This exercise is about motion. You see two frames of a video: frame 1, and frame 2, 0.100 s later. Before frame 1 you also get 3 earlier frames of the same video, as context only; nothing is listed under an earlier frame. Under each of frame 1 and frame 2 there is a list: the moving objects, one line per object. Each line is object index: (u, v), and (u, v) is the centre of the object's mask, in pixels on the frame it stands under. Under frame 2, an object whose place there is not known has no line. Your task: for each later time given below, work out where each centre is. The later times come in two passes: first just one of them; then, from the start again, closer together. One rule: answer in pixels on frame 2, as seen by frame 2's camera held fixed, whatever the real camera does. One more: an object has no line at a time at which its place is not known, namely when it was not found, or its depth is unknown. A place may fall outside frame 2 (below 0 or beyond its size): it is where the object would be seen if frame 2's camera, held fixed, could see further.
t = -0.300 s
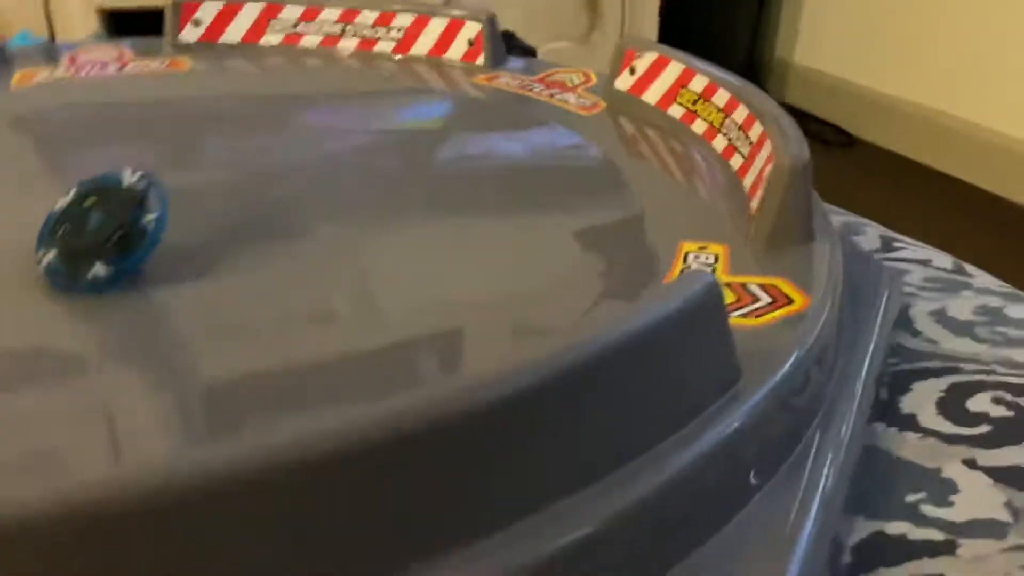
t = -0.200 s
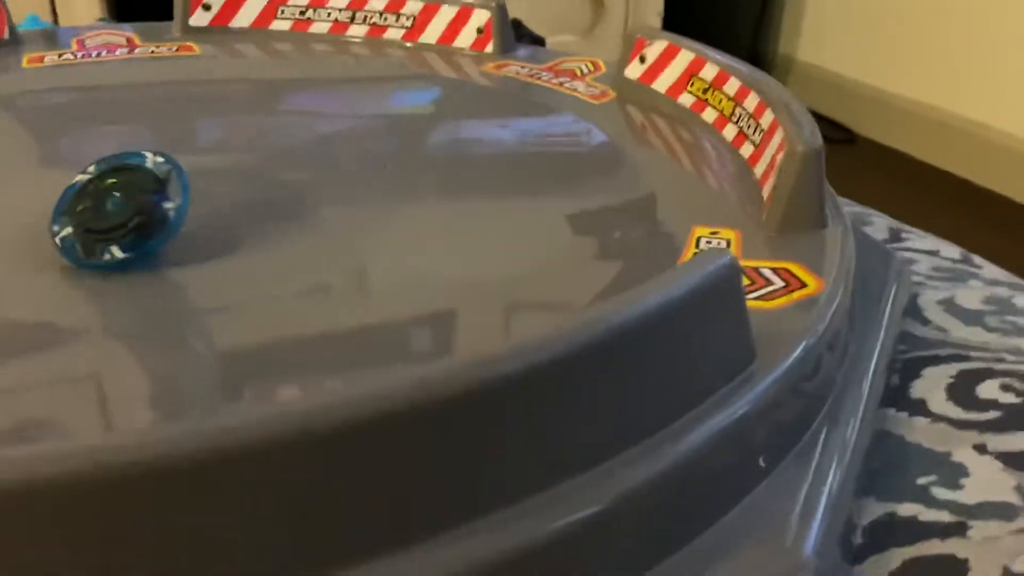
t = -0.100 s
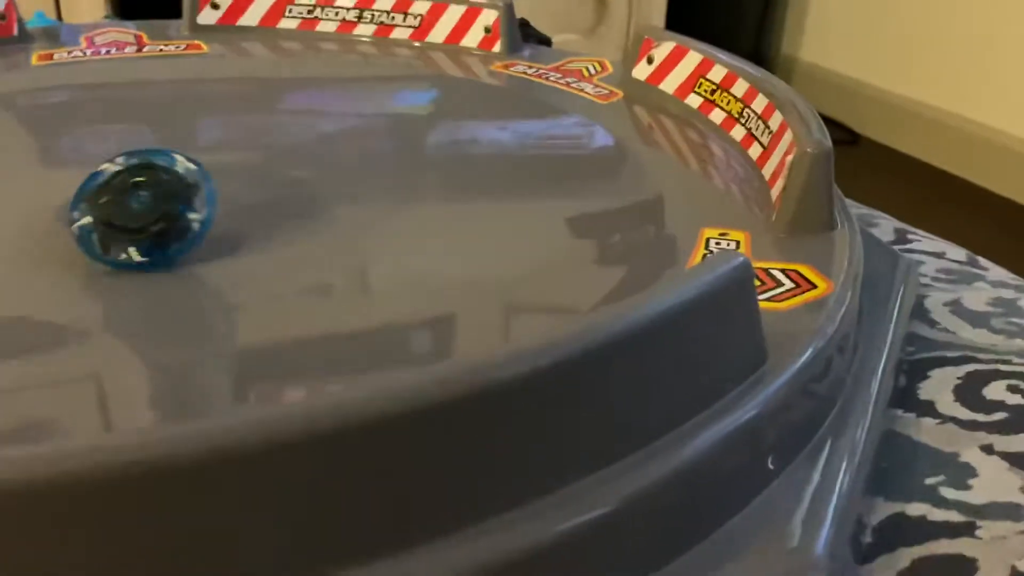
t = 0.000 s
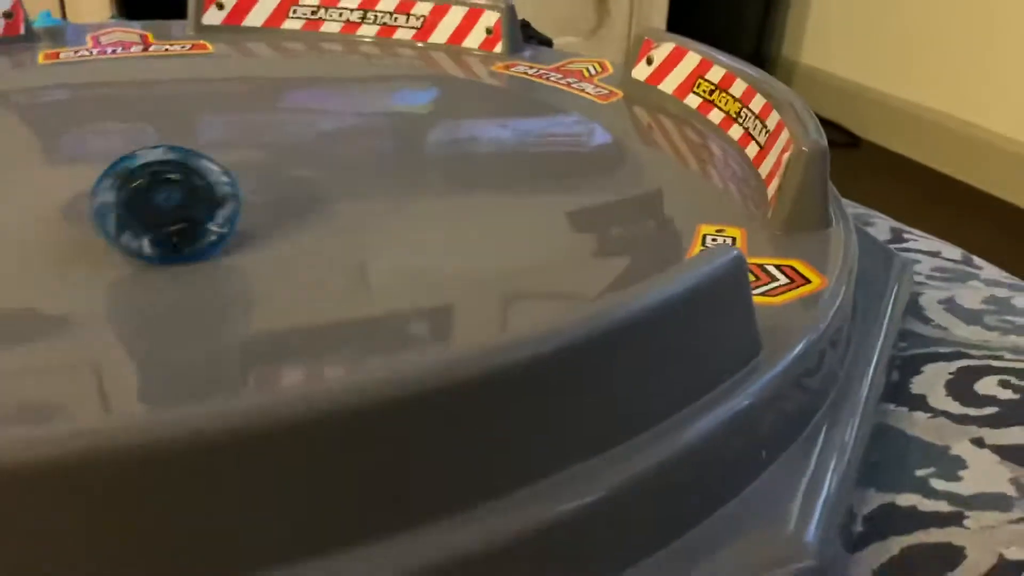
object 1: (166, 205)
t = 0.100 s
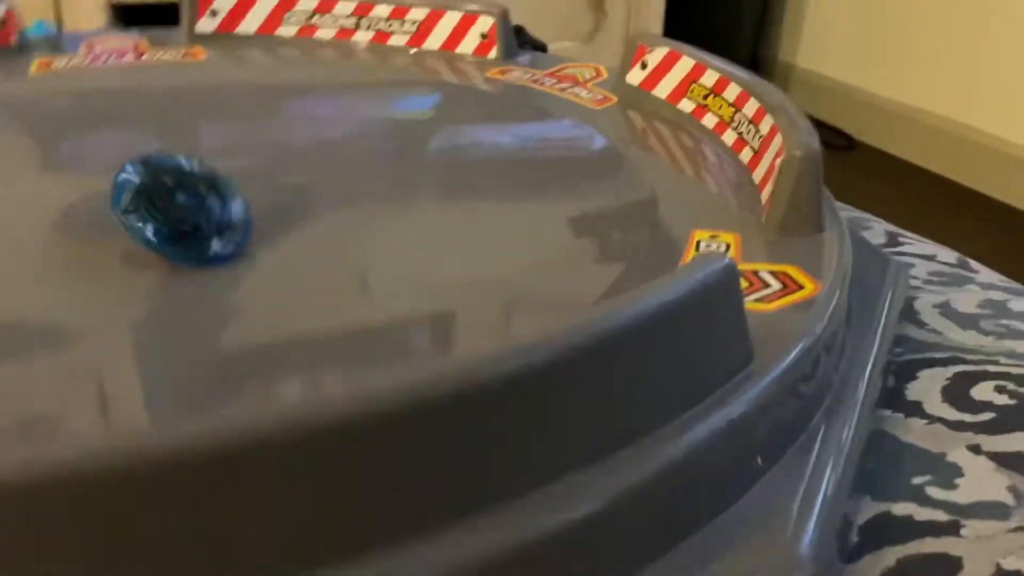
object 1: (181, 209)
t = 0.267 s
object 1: (187, 200)
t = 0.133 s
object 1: (189, 206)
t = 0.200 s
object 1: (192, 203)
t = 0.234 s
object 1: (191, 202)
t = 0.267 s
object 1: (187, 200)
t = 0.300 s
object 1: (179, 196)
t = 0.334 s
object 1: (170, 192)
